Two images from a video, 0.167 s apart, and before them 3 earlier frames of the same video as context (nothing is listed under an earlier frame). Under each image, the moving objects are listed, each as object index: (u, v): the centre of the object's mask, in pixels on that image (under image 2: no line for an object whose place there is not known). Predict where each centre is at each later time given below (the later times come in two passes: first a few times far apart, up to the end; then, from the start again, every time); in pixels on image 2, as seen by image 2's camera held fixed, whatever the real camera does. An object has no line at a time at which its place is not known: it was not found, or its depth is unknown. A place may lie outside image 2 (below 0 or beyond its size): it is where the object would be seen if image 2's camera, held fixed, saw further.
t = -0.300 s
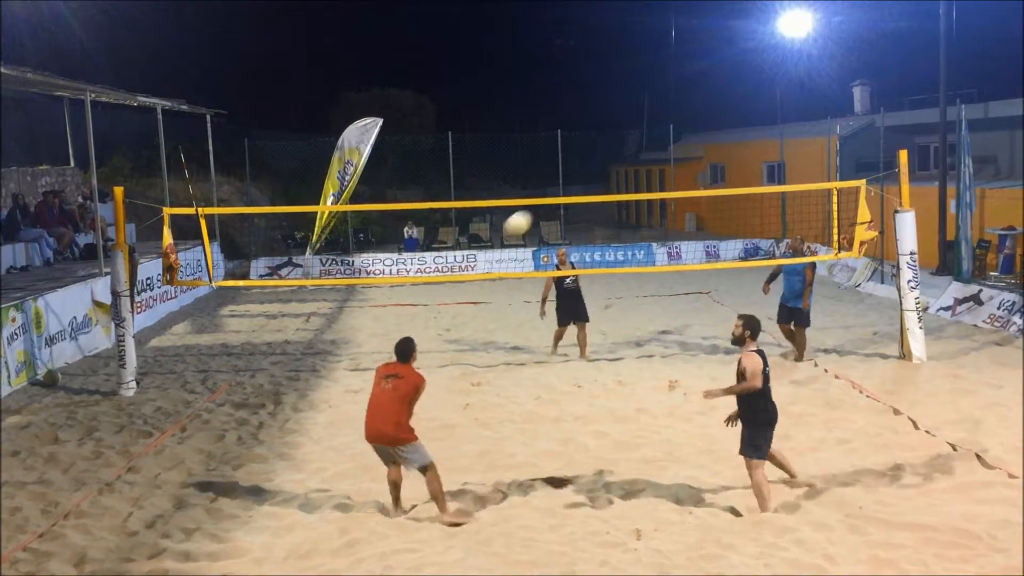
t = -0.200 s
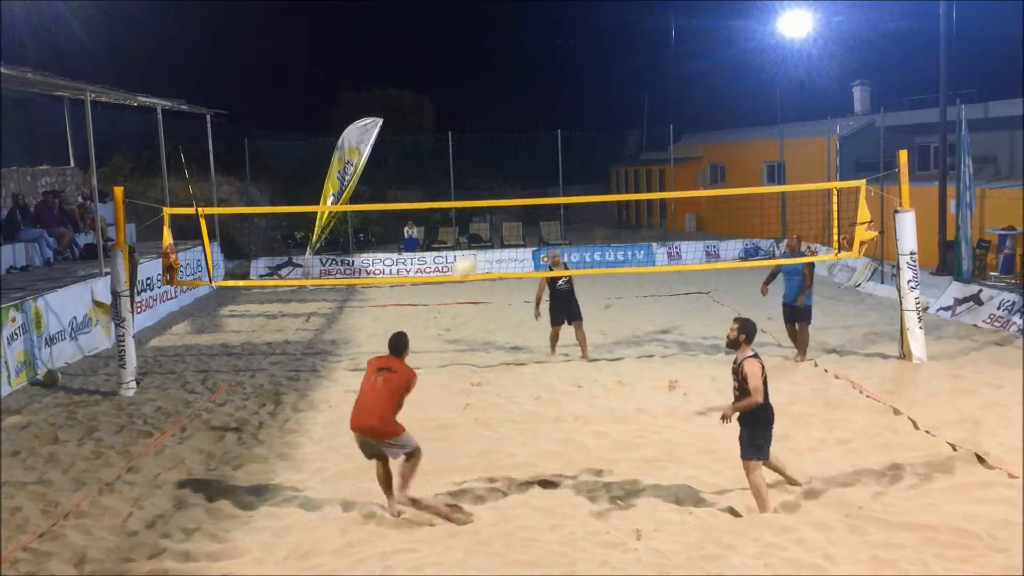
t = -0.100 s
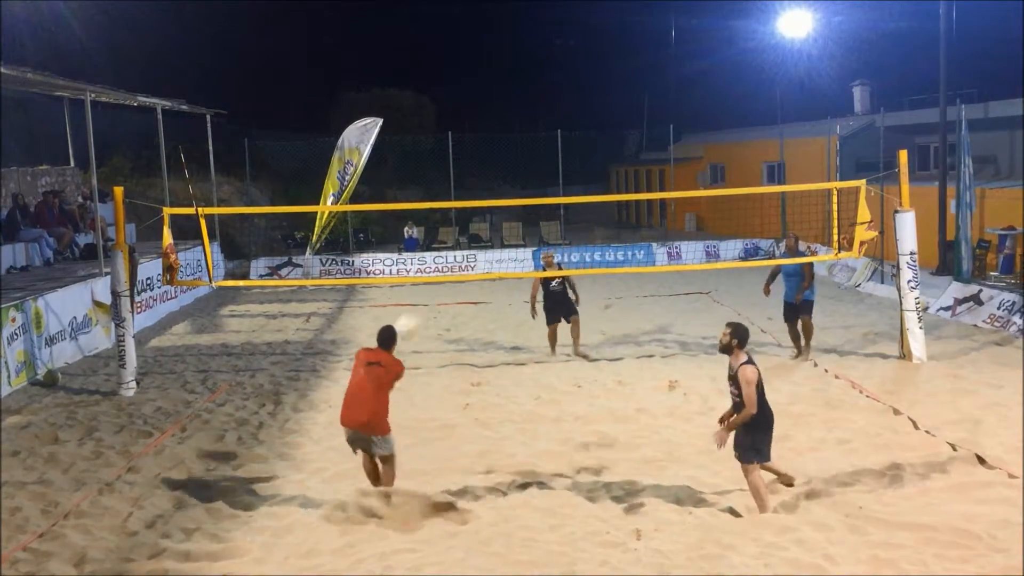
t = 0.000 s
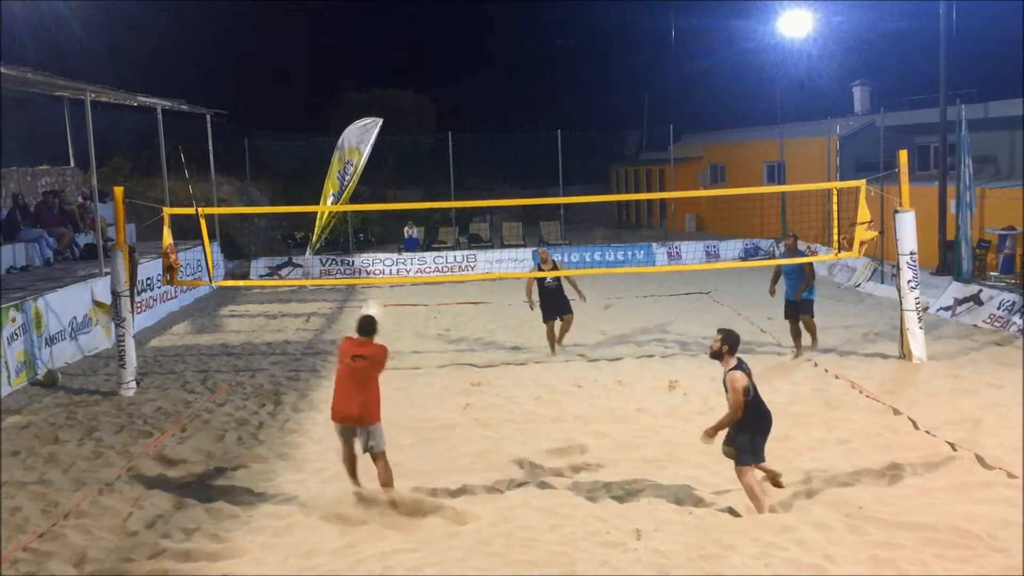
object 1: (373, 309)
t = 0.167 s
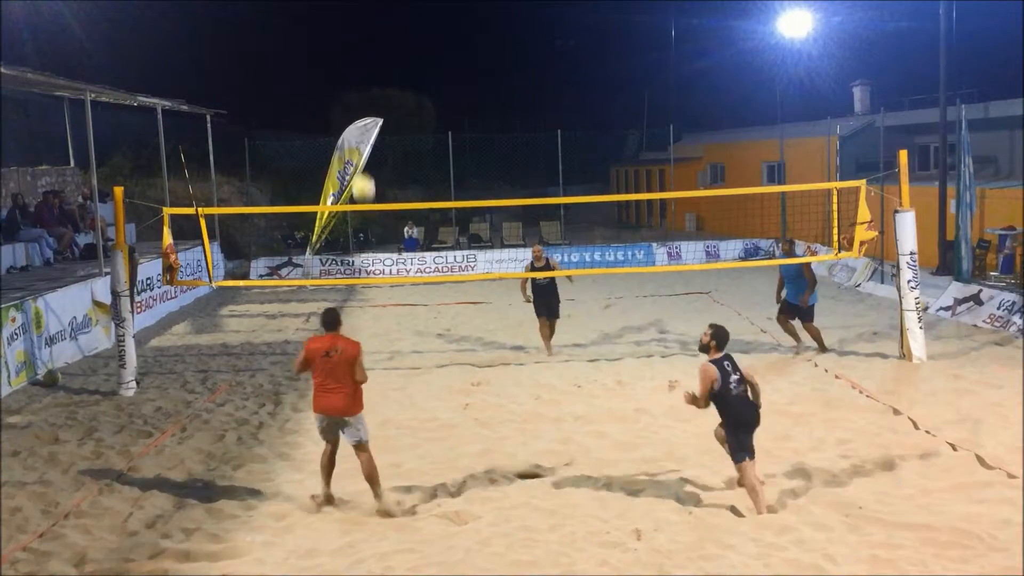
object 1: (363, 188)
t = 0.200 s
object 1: (362, 168)
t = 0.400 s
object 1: (352, 73)
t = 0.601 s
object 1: (346, 28)
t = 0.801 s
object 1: (342, 22)
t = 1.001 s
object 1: (342, 52)
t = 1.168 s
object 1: (343, 99)
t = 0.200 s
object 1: (362, 168)
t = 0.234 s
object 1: (360, 149)
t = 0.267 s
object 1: (357, 128)
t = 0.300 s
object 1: (357, 112)
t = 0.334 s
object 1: (356, 99)
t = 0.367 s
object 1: (354, 85)
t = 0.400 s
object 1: (352, 73)
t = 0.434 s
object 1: (351, 63)
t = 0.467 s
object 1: (350, 54)
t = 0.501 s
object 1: (349, 45)
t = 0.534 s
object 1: (348, 39)
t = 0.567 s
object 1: (347, 33)
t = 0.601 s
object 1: (346, 28)
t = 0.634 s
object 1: (345, 24)
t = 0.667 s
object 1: (345, 22)
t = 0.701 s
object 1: (344, 20)
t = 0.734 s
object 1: (343, 20)
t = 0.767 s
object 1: (343, 20)
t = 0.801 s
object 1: (342, 22)
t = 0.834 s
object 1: (342, 25)
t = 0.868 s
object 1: (342, 29)
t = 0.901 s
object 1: (342, 33)
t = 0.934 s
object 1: (342, 38)
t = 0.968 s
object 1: (342, 45)
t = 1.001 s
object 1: (342, 52)
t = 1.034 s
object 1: (342, 60)
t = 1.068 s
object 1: (342, 69)
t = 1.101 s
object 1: (342, 78)
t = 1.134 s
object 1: (342, 88)
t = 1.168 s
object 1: (343, 99)
